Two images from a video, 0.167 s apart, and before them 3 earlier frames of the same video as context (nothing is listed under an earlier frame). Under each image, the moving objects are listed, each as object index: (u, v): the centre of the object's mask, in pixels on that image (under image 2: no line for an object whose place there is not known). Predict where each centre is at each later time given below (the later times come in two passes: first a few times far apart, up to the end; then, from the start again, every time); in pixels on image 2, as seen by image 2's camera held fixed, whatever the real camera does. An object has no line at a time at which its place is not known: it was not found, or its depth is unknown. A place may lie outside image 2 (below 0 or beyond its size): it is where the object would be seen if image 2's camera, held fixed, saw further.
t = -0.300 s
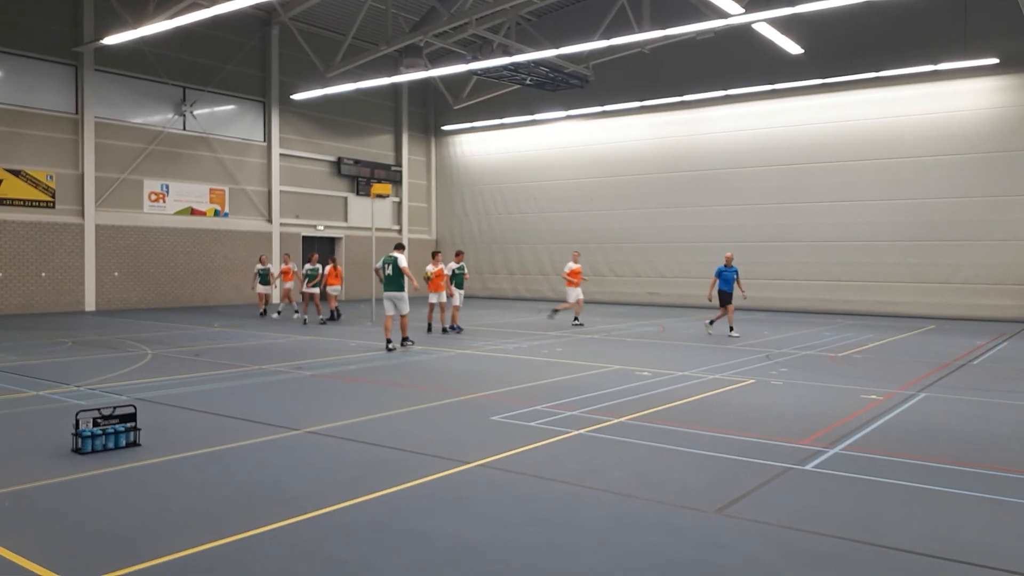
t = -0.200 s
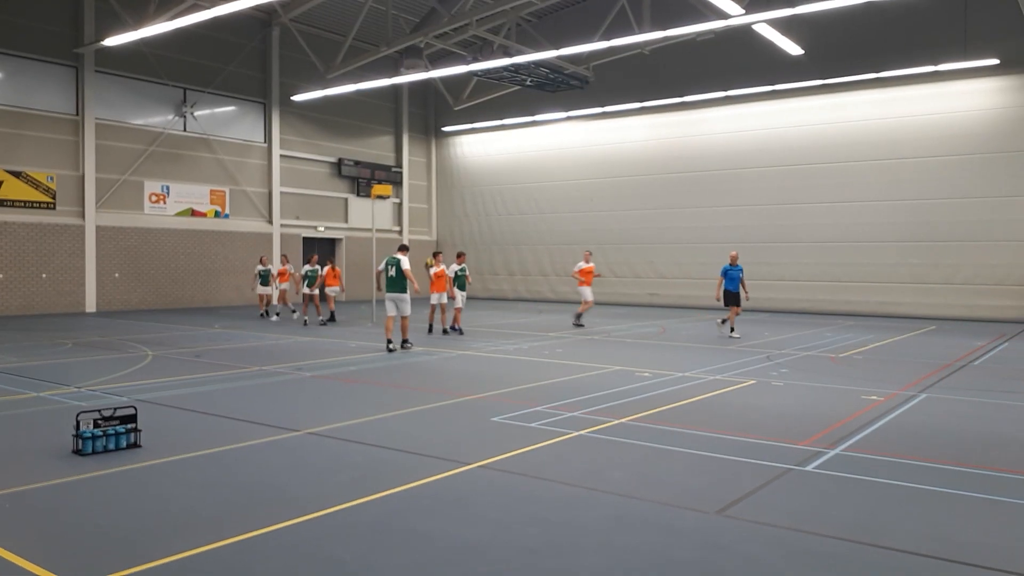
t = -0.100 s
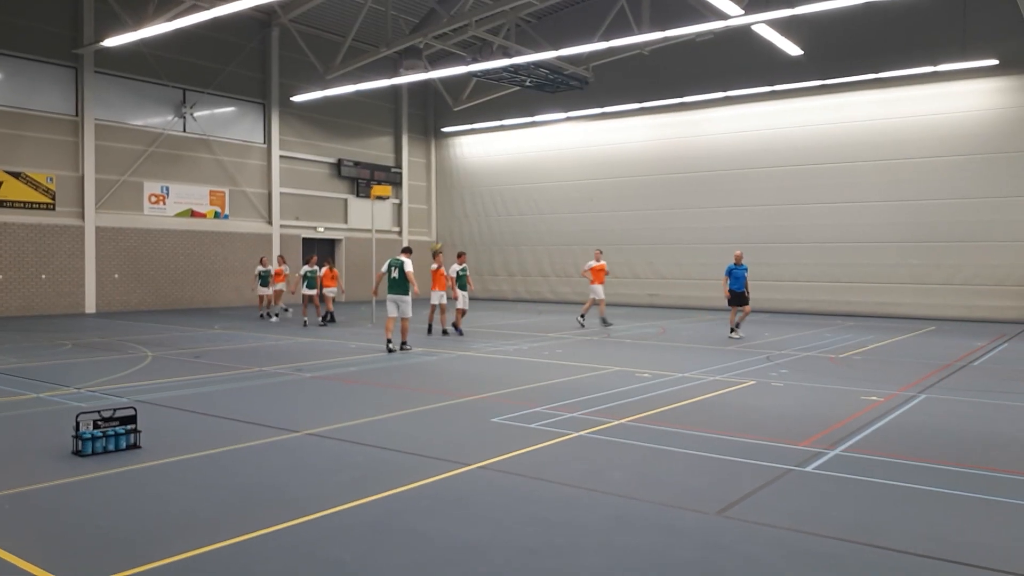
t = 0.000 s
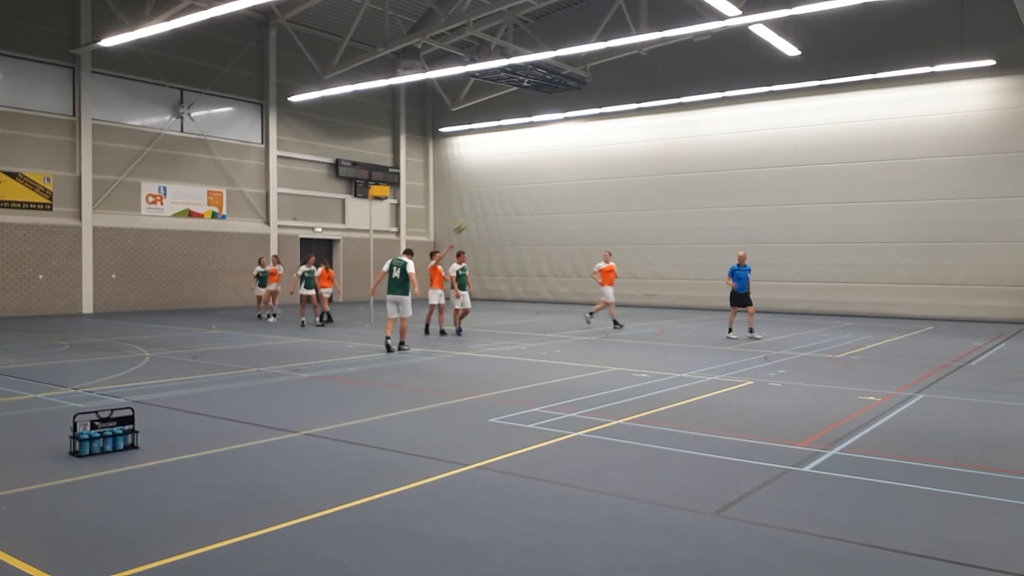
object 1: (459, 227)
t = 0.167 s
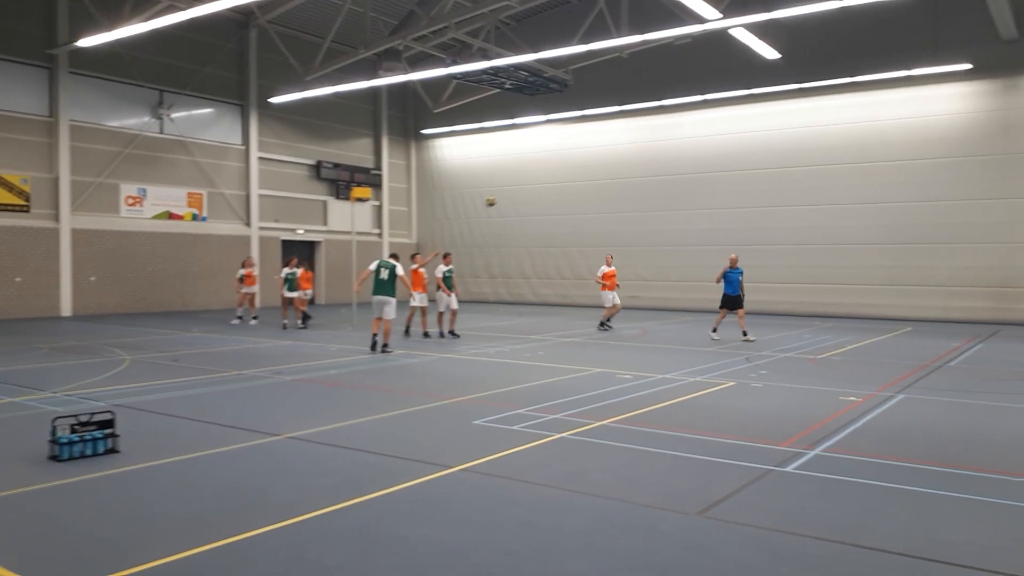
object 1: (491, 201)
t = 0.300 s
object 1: (527, 189)
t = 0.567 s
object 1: (596, 188)
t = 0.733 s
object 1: (636, 203)
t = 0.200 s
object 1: (500, 198)
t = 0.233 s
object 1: (509, 194)
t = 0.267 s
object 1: (518, 191)
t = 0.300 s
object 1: (527, 189)
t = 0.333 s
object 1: (536, 187)
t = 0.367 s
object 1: (545, 186)
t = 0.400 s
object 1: (554, 185)
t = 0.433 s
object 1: (563, 185)
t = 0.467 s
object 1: (571, 185)
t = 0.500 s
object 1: (580, 185)
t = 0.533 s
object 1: (588, 187)
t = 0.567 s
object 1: (596, 188)
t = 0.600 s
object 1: (604, 190)
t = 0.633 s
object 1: (612, 193)
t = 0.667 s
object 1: (621, 196)
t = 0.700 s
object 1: (629, 199)
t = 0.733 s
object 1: (636, 203)
